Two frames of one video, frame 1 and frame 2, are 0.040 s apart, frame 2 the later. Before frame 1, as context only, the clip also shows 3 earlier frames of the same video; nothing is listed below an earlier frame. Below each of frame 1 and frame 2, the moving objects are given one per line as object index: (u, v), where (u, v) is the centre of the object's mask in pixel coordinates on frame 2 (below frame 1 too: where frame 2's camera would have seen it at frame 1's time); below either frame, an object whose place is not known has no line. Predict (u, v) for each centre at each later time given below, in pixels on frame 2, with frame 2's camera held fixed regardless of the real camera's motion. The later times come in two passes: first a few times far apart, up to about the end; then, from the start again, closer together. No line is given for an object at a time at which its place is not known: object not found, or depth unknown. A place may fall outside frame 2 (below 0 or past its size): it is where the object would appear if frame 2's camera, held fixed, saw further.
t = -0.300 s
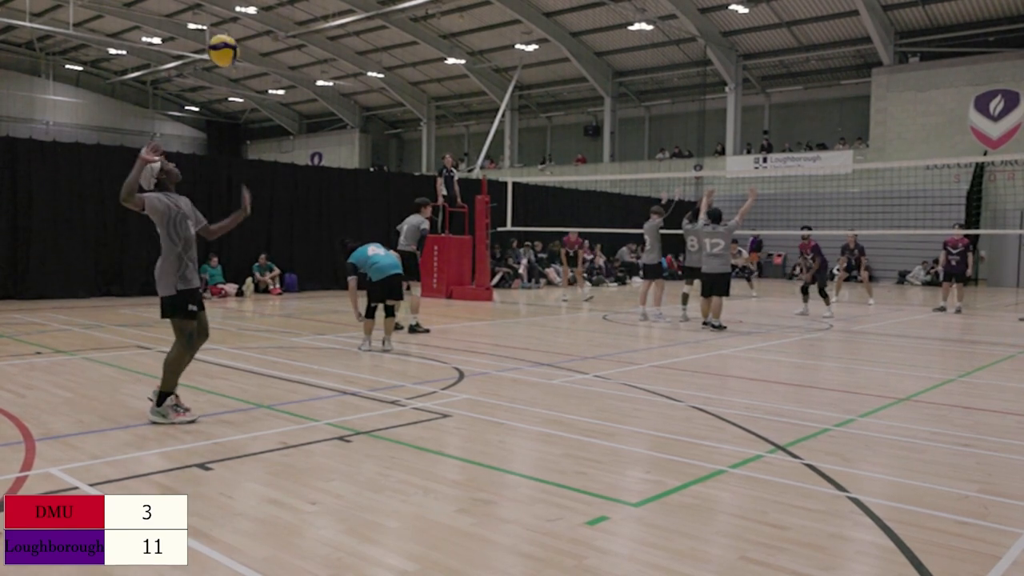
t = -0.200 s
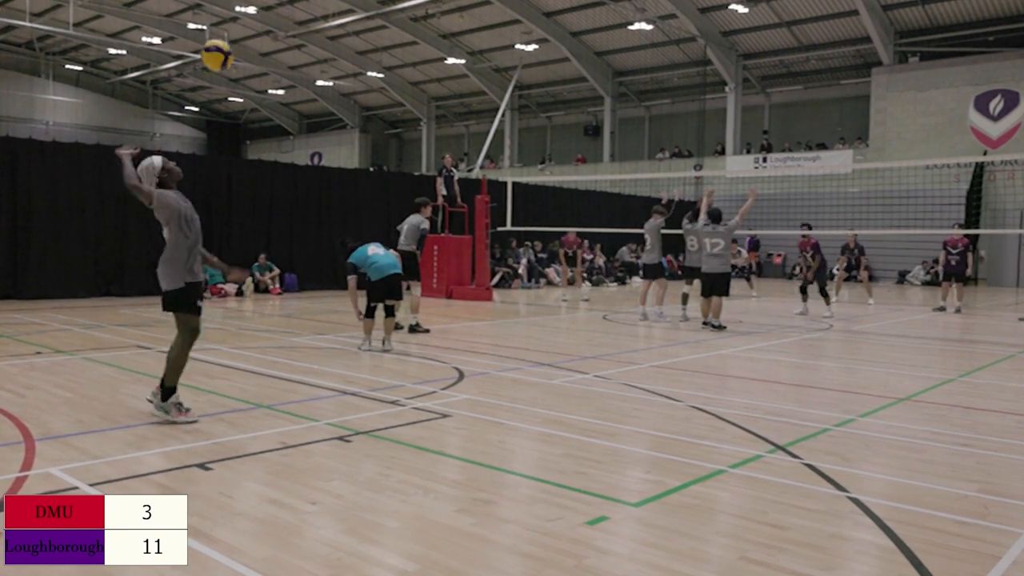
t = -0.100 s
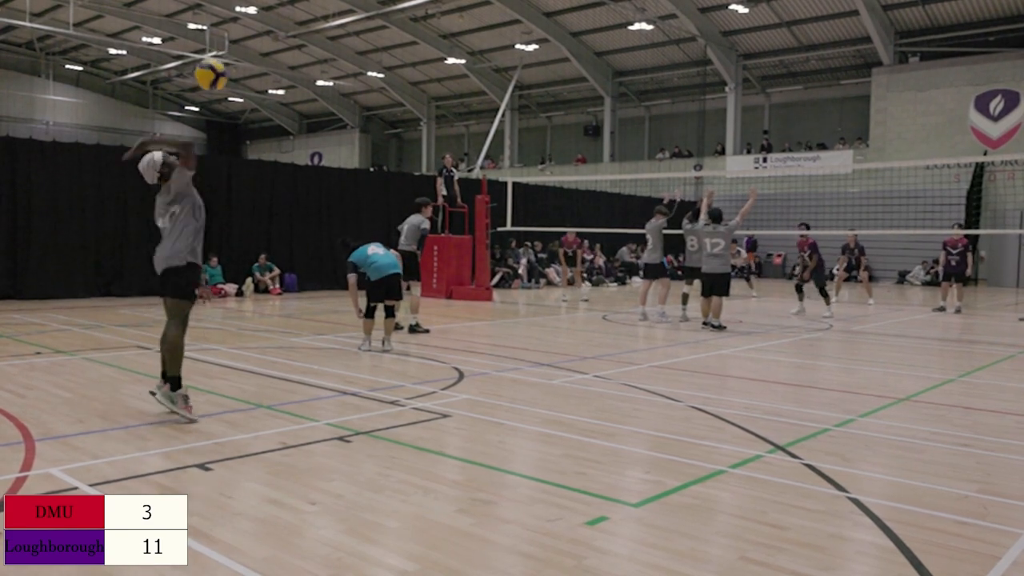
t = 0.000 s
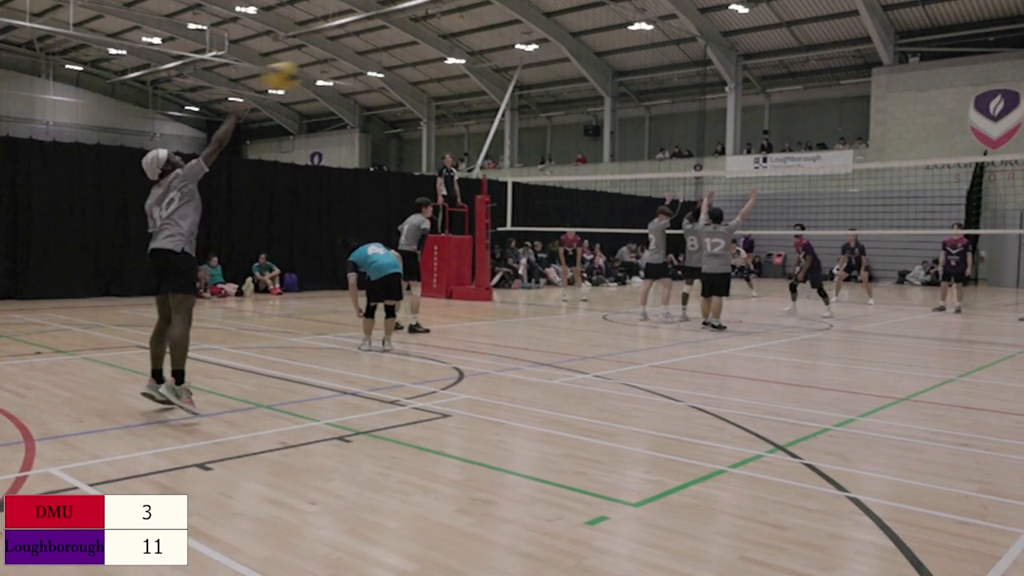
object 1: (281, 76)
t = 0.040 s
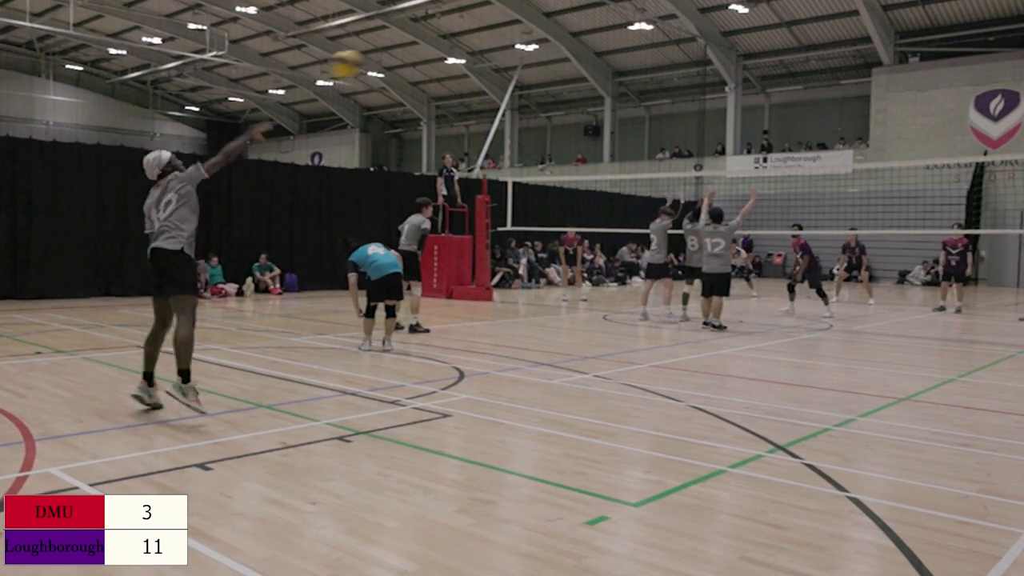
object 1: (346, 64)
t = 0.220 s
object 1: (559, 41)
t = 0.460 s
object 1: (723, 63)
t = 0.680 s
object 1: (812, 103)
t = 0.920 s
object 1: (880, 158)
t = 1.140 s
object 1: (925, 221)
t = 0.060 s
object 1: (375, 58)
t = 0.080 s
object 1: (403, 54)
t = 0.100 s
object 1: (430, 51)
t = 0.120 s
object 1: (454, 47)
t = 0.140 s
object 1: (477, 46)
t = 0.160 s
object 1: (499, 44)
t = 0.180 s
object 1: (520, 43)
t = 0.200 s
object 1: (540, 41)
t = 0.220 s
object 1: (559, 41)
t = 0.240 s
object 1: (574, 42)
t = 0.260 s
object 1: (591, 43)
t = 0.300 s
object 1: (623, 44)
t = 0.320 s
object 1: (637, 46)
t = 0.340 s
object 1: (651, 48)
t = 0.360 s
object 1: (664, 50)
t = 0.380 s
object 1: (677, 53)
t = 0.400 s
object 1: (690, 55)
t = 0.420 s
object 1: (701, 58)
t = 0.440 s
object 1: (712, 60)
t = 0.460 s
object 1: (723, 63)
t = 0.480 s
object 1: (733, 67)
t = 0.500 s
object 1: (742, 69)
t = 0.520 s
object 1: (752, 73)
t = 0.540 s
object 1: (761, 76)
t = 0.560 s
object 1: (769, 79)
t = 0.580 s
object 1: (776, 82)
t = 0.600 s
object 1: (785, 86)
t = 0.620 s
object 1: (792, 90)
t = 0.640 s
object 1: (799, 94)
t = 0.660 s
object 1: (806, 98)
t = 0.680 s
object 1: (812, 103)
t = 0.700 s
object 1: (819, 107)
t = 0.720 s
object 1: (825, 112)
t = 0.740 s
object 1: (832, 116)
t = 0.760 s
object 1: (838, 121)
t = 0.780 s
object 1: (844, 126)
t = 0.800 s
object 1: (850, 131)
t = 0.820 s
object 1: (855, 135)
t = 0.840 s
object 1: (861, 140)
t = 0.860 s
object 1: (865, 145)
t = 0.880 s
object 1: (870, 150)
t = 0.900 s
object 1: (875, 155)
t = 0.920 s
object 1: (880, 158)
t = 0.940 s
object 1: (886, 166)
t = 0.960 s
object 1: (889, 172)
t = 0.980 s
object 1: (894, 177)
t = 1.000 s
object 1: (898, 183)
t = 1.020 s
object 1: (902, 188)
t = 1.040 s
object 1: (905, 193)
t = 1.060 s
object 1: (910, 198)
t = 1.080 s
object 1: (913, 204)
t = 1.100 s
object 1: (917, 209)
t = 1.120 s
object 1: (921, 215)
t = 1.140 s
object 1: (925, 221)
